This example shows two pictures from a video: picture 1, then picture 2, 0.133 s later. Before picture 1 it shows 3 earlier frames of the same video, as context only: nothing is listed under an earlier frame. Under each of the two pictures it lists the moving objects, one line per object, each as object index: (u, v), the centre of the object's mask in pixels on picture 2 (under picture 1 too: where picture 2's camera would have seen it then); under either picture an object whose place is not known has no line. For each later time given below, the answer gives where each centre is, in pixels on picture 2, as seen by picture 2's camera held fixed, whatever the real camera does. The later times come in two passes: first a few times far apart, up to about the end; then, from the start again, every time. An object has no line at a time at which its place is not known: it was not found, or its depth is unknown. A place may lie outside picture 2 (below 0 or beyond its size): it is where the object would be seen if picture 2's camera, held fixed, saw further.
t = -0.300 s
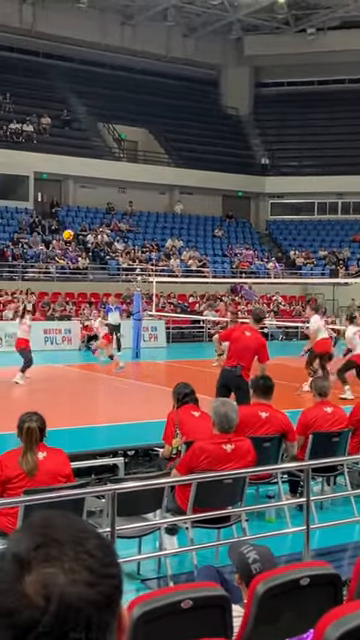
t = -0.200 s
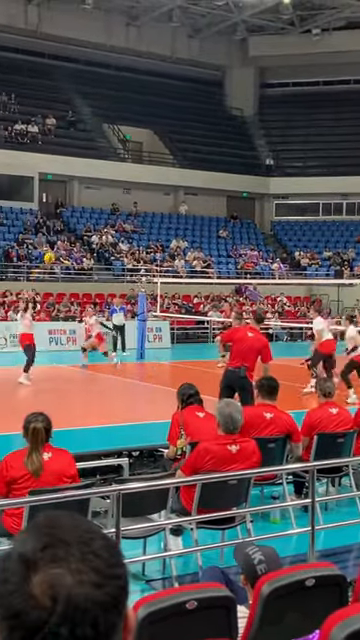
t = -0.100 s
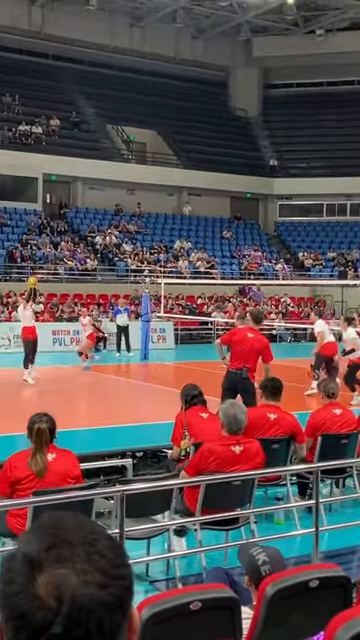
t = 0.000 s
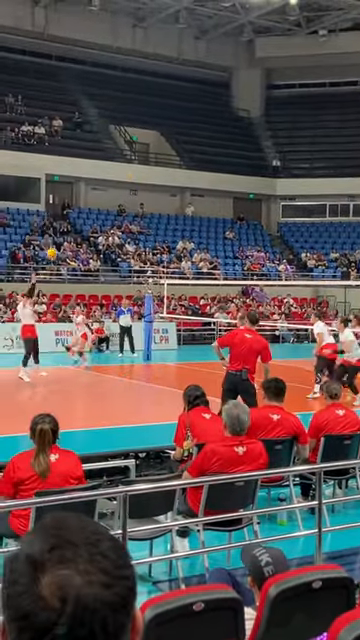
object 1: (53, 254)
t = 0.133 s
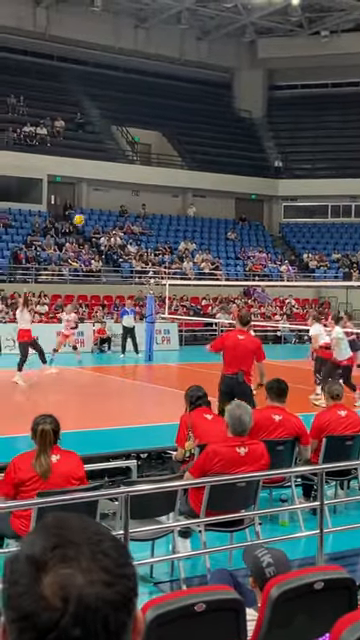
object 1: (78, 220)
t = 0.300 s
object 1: (110, 188)
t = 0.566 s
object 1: (158, 167)
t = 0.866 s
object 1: (210, 182)
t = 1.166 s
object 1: (259, 238)
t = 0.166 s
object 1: (85, 213)
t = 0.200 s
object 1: (91, 206)
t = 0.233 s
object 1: (97, 200)
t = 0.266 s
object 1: (104, 194)
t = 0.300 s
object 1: (110, 188)
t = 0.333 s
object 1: (115, 185)
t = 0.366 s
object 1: (121, 180)
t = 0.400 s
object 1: (128, 177)
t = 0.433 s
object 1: (135, 174)
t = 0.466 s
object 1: (140, 170)
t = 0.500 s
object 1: (146, 169)
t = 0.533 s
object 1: (152, 167)
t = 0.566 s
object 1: (158, 167)
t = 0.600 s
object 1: (164, 167)
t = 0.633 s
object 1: (169, 167)
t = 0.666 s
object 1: (175, 167)
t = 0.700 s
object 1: (181, 168)
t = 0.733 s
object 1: (187, 169)
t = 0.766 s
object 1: (193, 172)
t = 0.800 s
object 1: (198, 175)
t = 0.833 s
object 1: (204, 177)
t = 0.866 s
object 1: (210, 182)
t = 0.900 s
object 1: (215, 187)
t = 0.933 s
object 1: (221, 192)
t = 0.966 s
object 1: (226, 197)
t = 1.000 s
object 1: (232, 202)
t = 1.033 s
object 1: (237, 209)
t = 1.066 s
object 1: (243, 215)
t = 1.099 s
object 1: (249, 222)
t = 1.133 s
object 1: (254, 230)
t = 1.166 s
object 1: (259, 238)
